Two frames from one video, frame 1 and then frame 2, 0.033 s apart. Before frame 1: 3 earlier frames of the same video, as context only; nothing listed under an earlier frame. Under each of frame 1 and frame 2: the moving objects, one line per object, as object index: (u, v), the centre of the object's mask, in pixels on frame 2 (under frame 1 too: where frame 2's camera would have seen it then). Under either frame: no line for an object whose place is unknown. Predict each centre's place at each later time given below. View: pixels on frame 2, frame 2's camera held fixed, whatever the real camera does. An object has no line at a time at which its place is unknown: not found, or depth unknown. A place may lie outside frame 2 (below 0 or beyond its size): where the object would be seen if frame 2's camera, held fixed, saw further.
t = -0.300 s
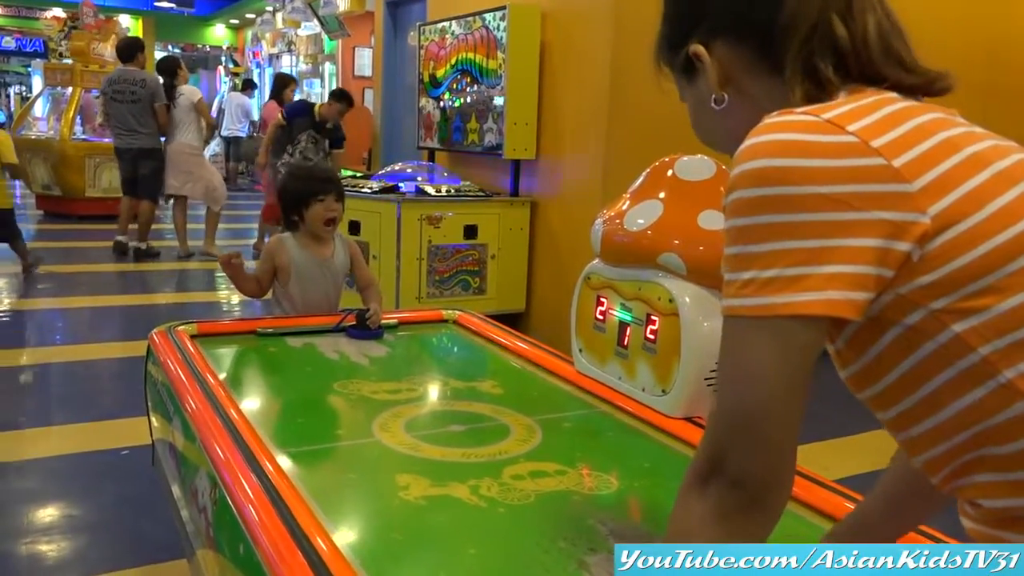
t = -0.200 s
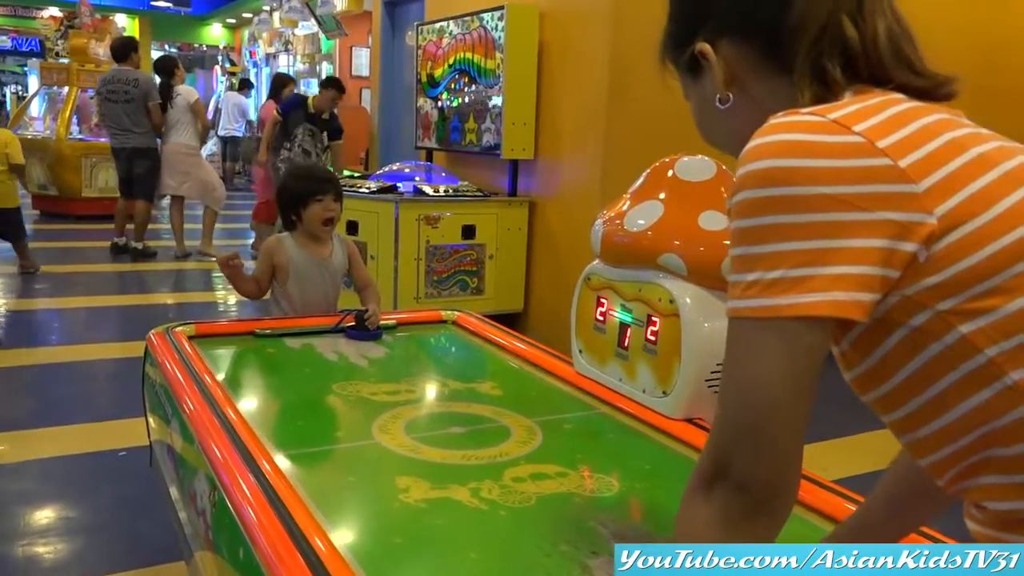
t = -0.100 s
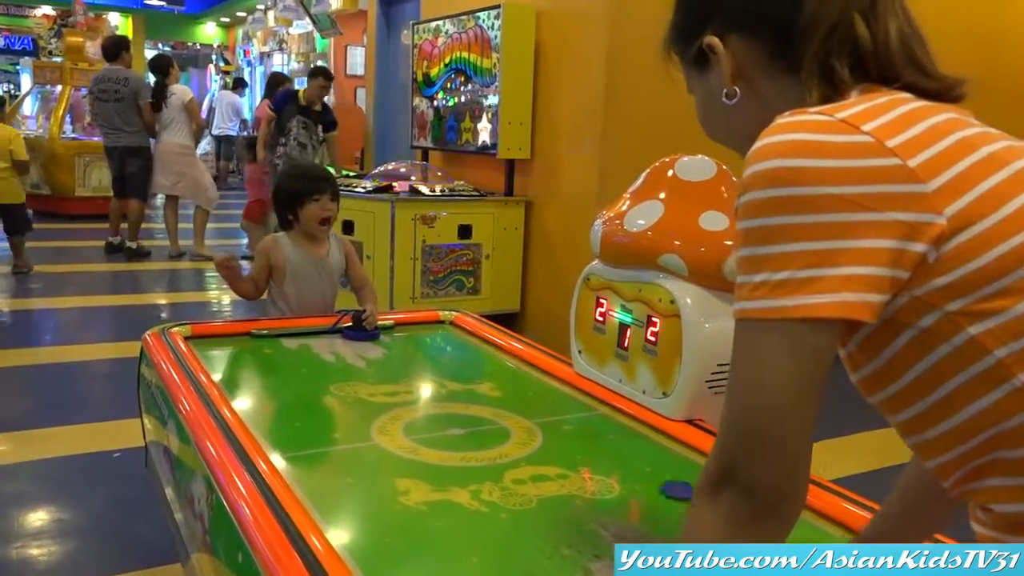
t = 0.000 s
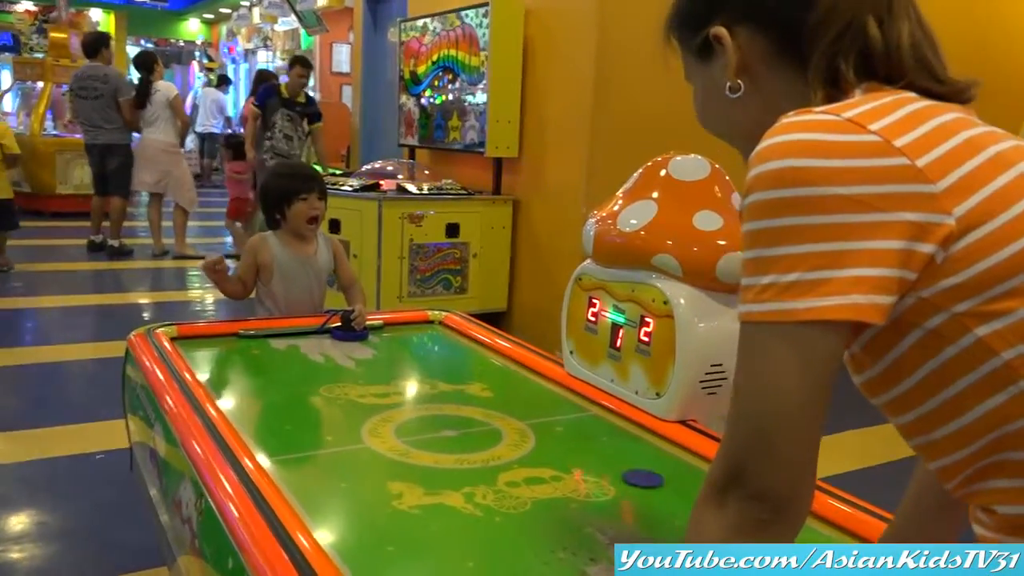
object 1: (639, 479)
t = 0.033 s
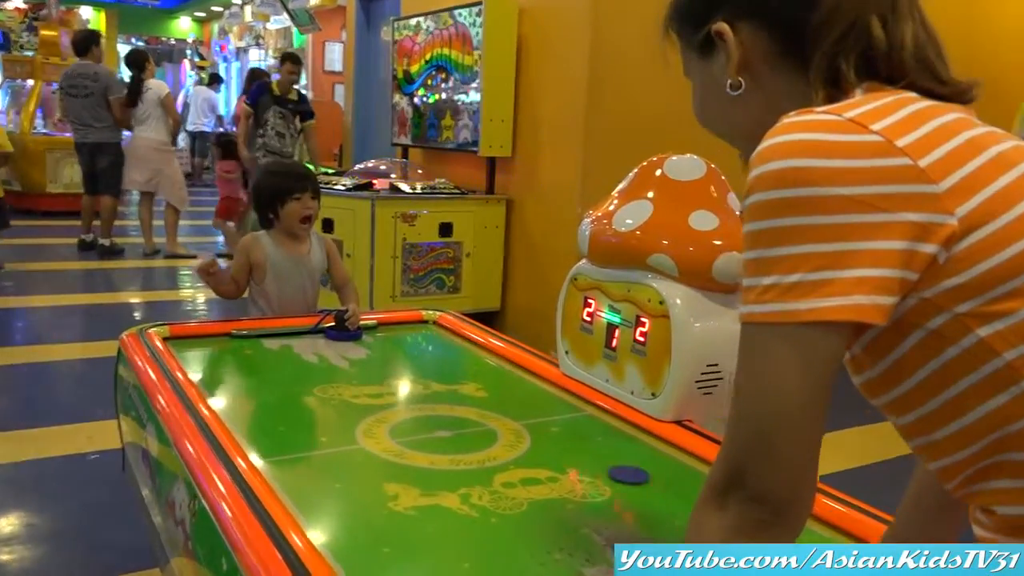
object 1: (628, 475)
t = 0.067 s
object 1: (618, 470)
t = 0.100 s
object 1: (608, 466)
